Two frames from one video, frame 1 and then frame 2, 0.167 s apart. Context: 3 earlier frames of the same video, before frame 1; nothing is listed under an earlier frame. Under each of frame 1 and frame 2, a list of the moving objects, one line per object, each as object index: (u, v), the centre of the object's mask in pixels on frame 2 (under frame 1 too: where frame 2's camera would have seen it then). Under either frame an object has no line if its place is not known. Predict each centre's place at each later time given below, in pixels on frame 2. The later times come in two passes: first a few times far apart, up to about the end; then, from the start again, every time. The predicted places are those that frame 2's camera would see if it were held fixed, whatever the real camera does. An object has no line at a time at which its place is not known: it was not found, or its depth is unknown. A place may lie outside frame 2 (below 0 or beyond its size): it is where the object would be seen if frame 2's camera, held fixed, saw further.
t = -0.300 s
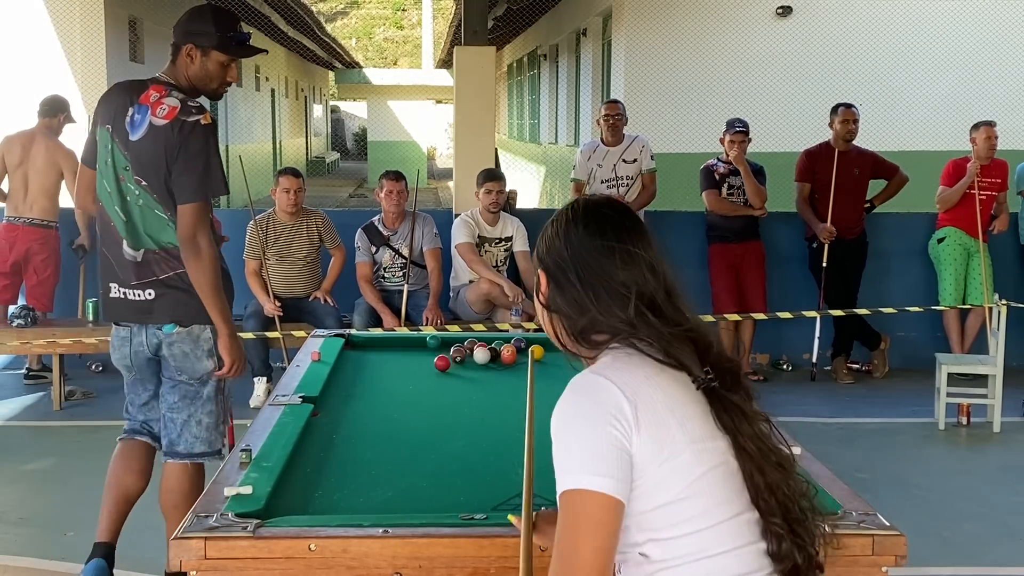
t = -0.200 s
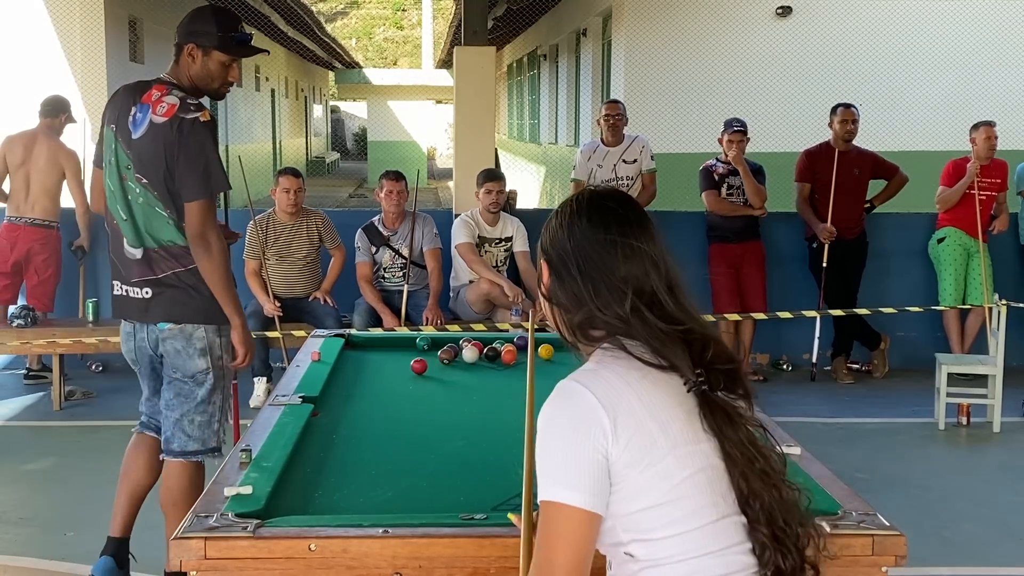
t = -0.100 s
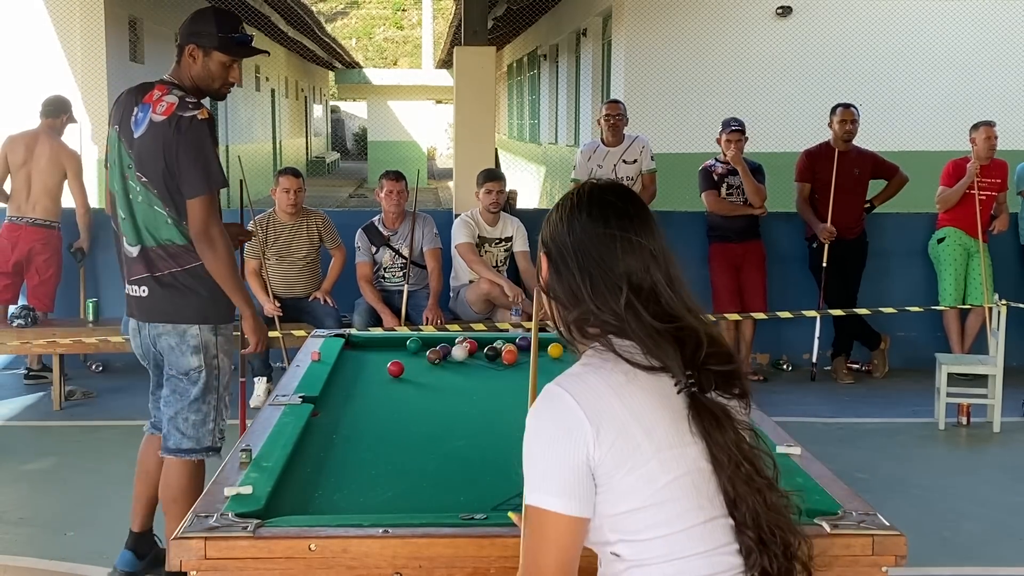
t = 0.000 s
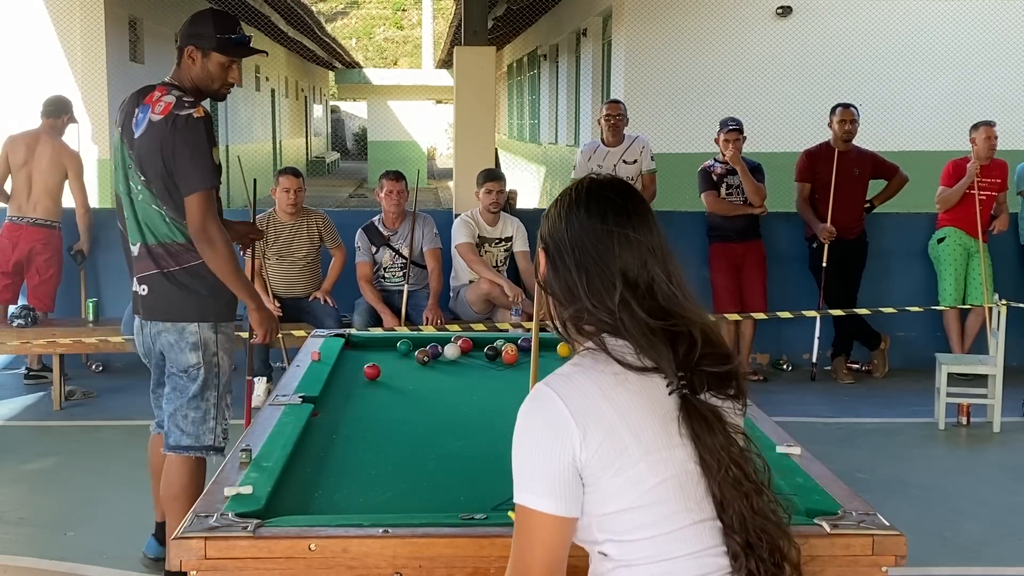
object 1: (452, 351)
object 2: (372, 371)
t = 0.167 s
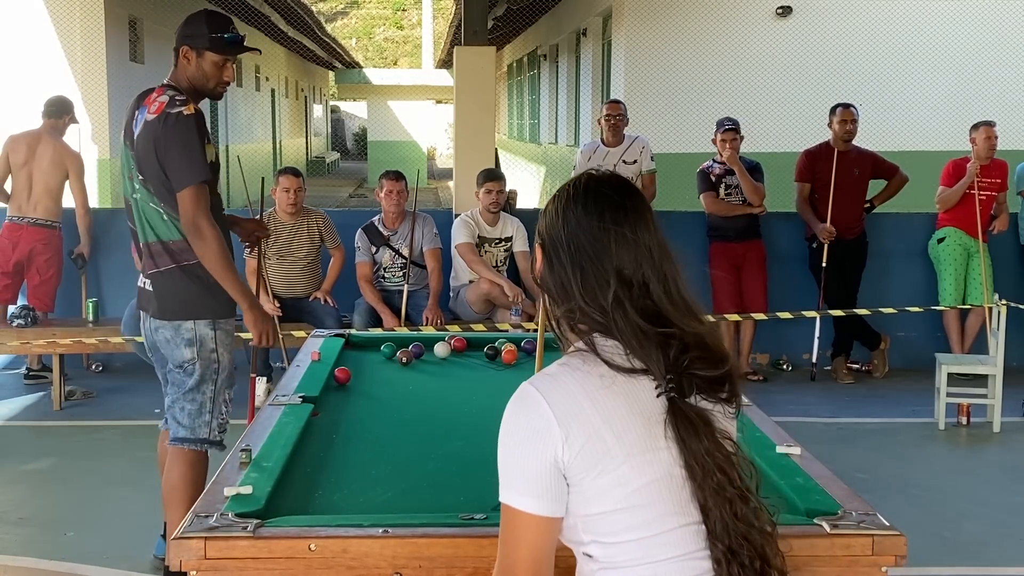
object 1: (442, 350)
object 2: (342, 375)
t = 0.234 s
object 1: (439, 349)
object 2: (352, 377)
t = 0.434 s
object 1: (428, 347)
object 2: (380, 380)
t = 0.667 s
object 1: (418, 346)
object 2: (412, 384)
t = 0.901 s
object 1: (409, 344)
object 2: (444, 389)
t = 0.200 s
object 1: (440, 350)
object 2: (347, 376)
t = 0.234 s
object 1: (439, 349)
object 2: (352, 377)
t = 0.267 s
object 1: (437, 349)
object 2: (356, 377)
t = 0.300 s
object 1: (435, 349)
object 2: (361, 378)
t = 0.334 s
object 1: (433, 348)
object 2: (366, 378)
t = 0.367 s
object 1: (432, 348)
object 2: (371, 379)
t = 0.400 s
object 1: (430, 348)
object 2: (375, 380)
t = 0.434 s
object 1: (428, 347)
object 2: (380, 380)
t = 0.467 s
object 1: (427, 347)
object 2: (385, 381)
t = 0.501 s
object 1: (425, 347)
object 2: (389, 382)
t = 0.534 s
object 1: (424, 347)
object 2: (394, 382)
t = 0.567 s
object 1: (422, 346)
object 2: (399, 383)
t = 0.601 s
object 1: (421, 346)
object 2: (403, 383)
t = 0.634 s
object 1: (419, 346)
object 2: (408, 384)
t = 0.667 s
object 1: (418, 346)
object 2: (412, 384)
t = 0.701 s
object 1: (417, 345)
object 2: (417, 385)
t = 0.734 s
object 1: (415, 345)
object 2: (422, 386)
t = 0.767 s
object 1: (414, 345)
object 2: (426, 386)
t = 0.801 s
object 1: (412, 345)
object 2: (431, 387)
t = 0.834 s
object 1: (411, 345)
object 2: (435, 387)
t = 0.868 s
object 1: (410, 344)
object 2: (440, 388)
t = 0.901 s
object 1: (409, 344)
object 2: (444, 389)
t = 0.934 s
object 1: (407, 344)
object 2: (448, 389)
